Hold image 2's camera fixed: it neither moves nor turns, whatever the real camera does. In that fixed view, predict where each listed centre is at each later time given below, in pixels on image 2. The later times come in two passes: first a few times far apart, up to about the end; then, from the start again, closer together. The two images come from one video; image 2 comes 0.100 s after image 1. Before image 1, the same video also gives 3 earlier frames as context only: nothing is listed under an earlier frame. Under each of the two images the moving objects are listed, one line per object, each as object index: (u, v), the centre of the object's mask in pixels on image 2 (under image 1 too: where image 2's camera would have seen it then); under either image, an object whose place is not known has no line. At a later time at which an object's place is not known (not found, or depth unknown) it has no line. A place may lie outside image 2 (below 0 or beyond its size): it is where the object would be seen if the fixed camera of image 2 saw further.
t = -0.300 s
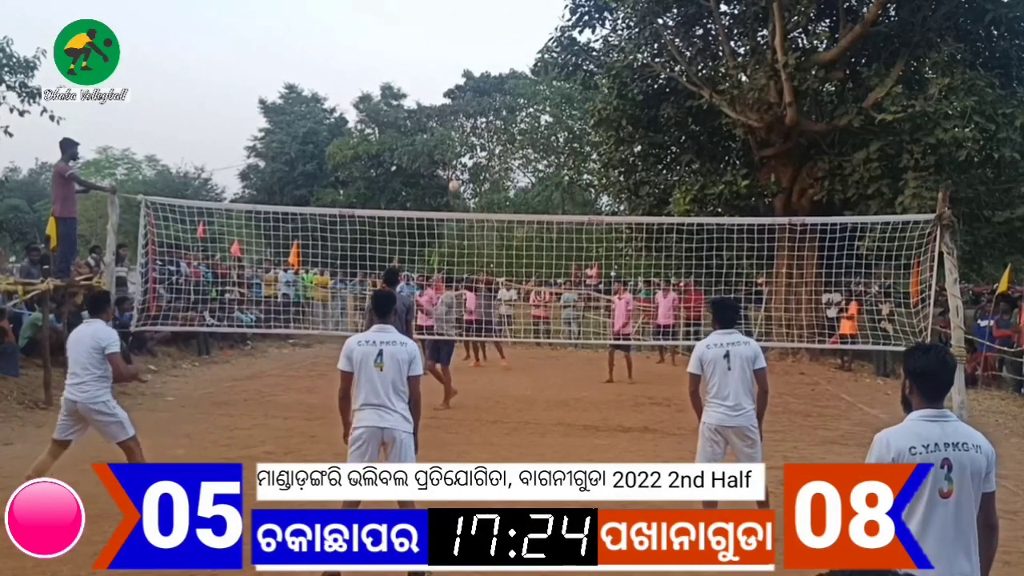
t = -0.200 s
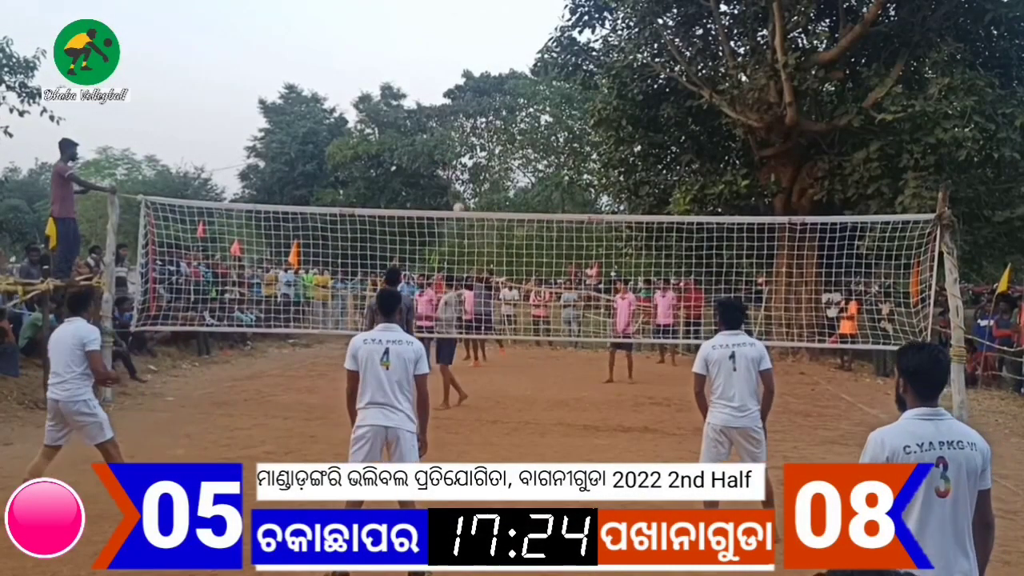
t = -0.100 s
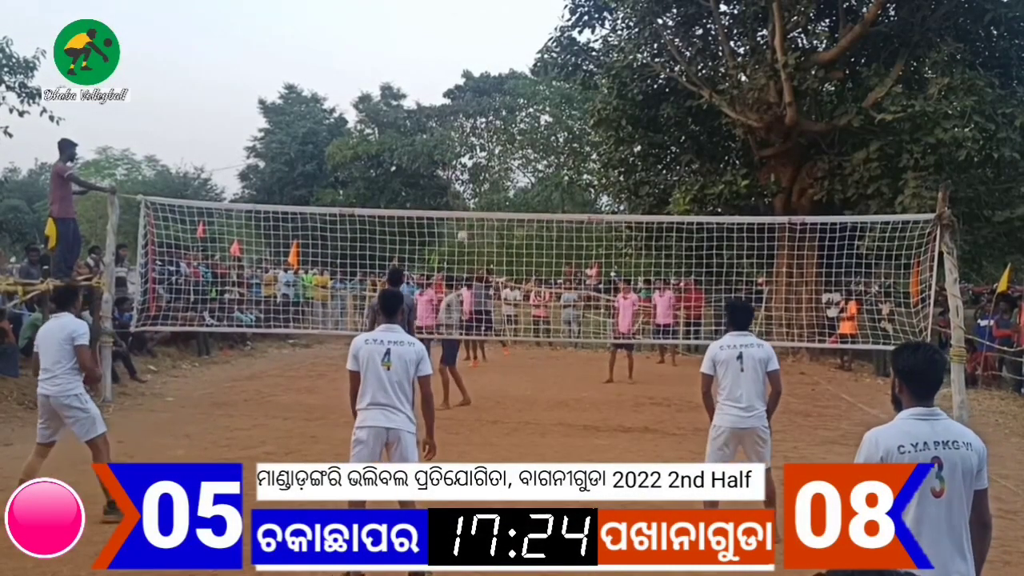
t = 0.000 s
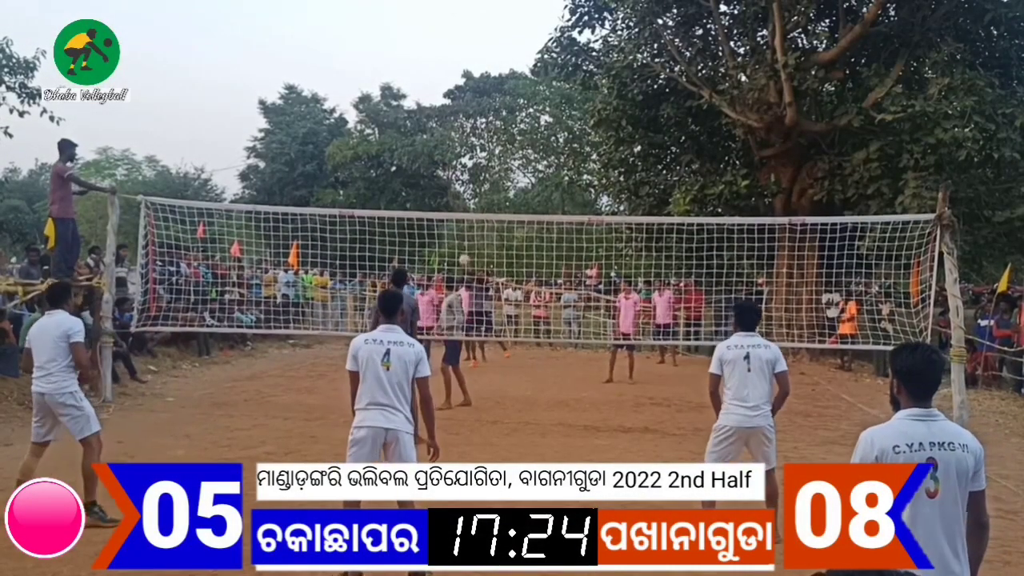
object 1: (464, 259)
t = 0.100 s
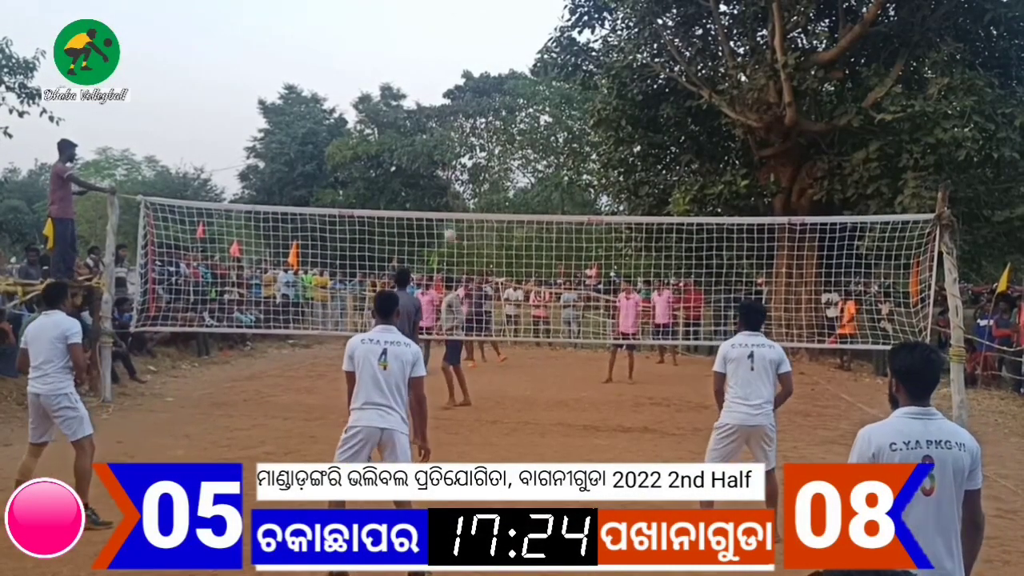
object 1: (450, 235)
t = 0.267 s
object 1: (424, 198)
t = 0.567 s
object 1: (353, 171)
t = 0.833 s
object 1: (254, 212)
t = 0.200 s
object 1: (434, 208)
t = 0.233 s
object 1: (429, 204)
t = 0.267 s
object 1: (424, 198)
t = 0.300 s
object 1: (418, 193)
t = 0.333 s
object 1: (411, 188)
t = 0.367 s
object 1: (405, 183)
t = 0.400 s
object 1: (398, 180)
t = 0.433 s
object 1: (390, 177)
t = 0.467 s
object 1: (381, 174)
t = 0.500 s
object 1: (373, 173)
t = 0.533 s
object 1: (363, 172)
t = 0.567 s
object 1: (353, 171)
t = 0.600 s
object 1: (343, 172)
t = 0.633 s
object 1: (332, 173)
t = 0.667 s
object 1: (321, 175)
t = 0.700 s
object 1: (309, 180)
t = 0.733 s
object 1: (296, 185)
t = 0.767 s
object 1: (283, 192)
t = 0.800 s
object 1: (269, 200)
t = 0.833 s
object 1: (254, 212)
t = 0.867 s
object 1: (237, 225)
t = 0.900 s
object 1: (219, 242)
